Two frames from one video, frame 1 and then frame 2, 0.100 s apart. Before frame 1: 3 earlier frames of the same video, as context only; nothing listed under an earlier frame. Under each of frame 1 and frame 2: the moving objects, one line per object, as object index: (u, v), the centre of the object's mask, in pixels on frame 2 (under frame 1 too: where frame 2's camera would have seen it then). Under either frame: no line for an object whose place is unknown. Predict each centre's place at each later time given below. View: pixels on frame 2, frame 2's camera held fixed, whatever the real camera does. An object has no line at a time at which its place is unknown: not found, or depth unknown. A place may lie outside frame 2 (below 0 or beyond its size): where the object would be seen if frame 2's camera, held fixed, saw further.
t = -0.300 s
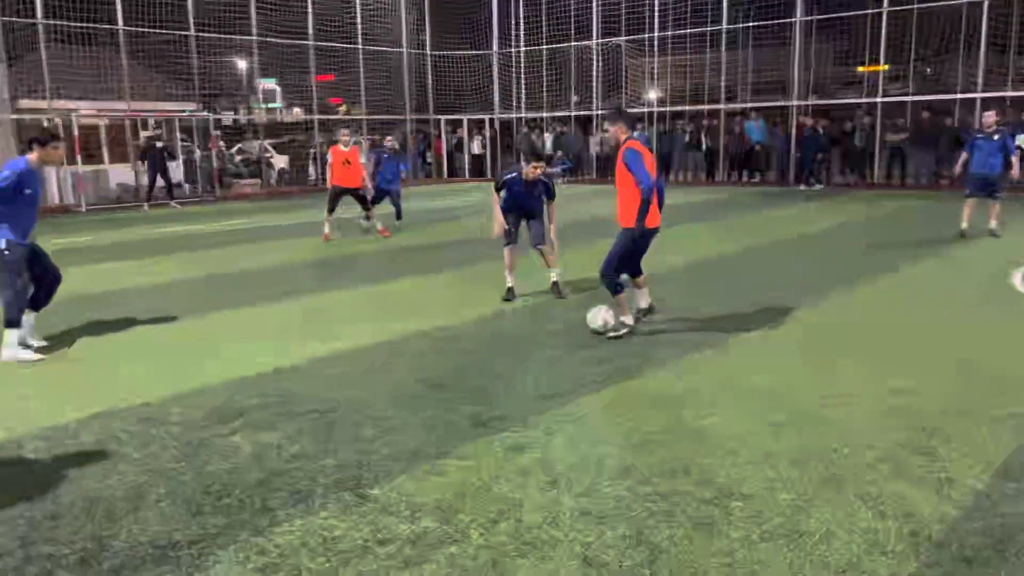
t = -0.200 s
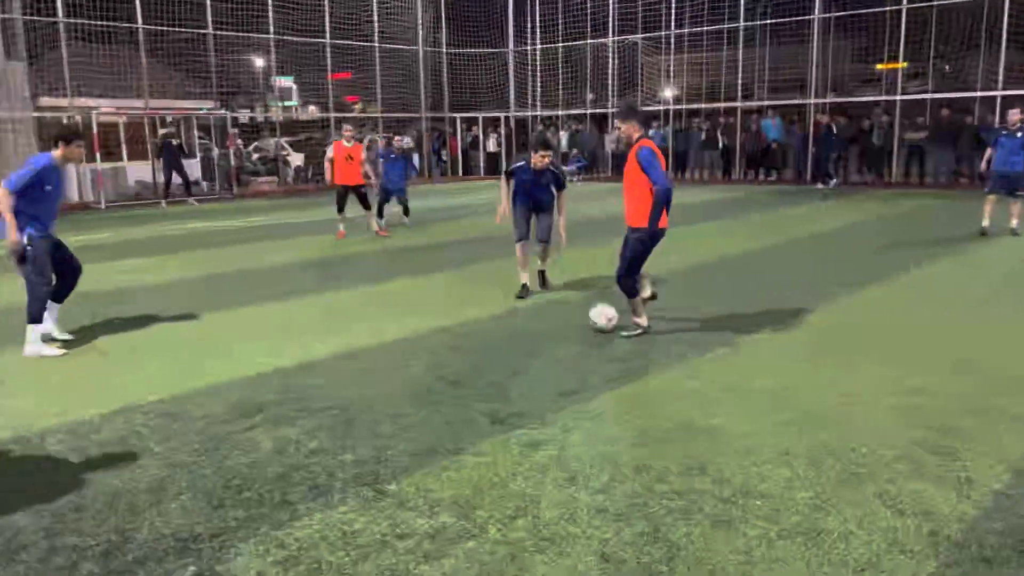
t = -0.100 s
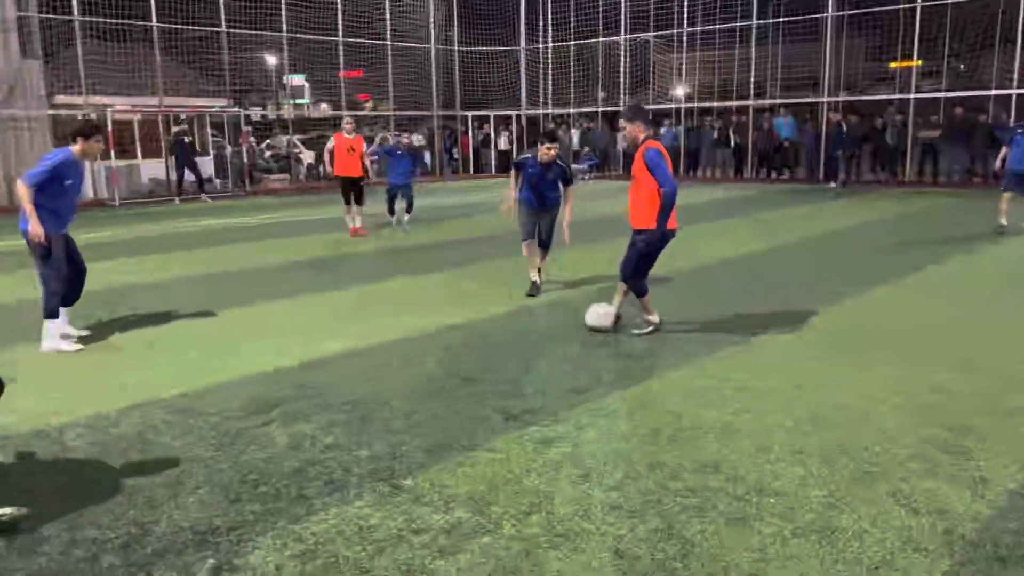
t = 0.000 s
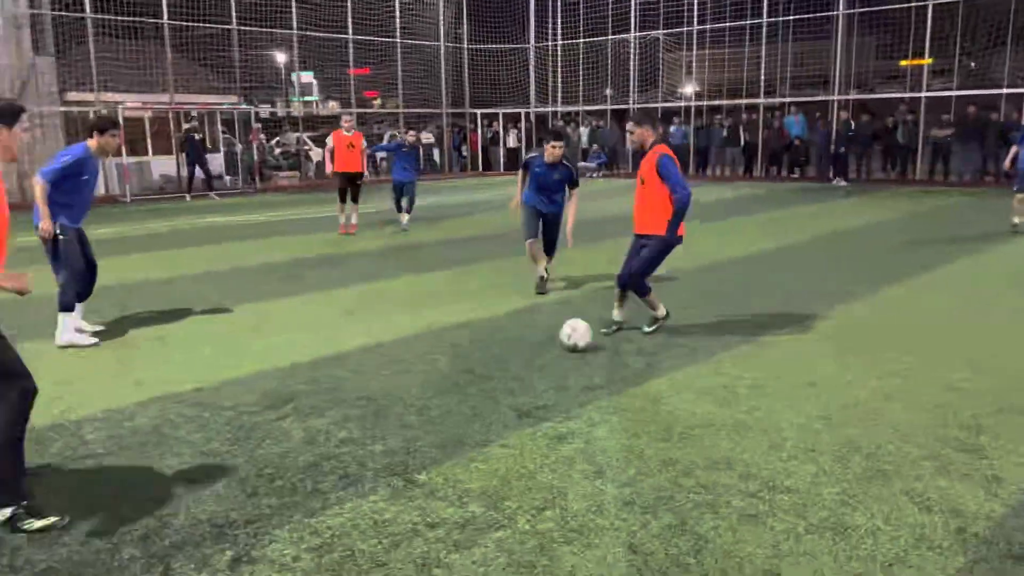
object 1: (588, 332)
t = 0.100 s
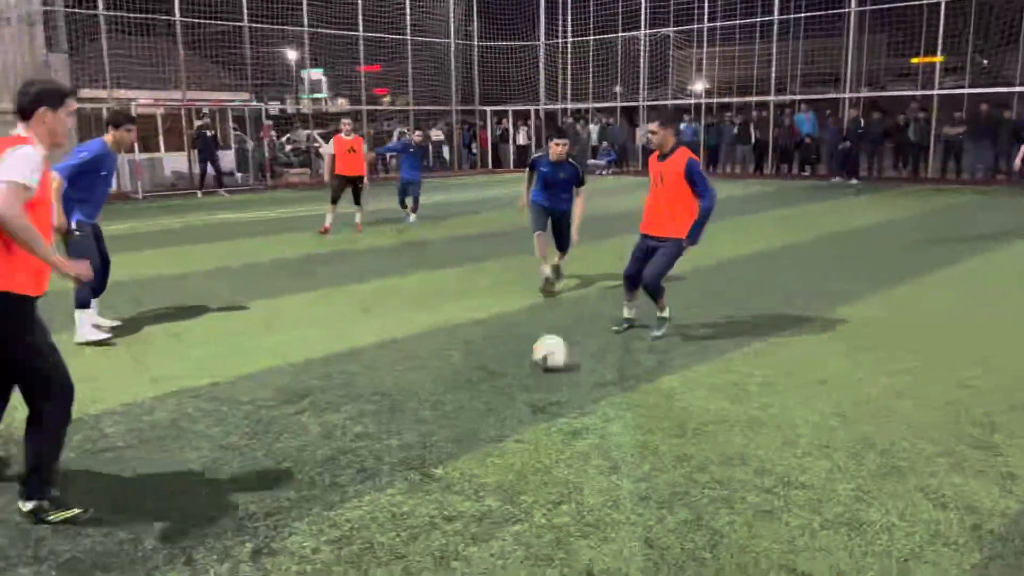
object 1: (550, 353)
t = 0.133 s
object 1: (537, 360)
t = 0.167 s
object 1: (523, 367)
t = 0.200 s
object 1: (508, 376)
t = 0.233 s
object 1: (494, 381)
